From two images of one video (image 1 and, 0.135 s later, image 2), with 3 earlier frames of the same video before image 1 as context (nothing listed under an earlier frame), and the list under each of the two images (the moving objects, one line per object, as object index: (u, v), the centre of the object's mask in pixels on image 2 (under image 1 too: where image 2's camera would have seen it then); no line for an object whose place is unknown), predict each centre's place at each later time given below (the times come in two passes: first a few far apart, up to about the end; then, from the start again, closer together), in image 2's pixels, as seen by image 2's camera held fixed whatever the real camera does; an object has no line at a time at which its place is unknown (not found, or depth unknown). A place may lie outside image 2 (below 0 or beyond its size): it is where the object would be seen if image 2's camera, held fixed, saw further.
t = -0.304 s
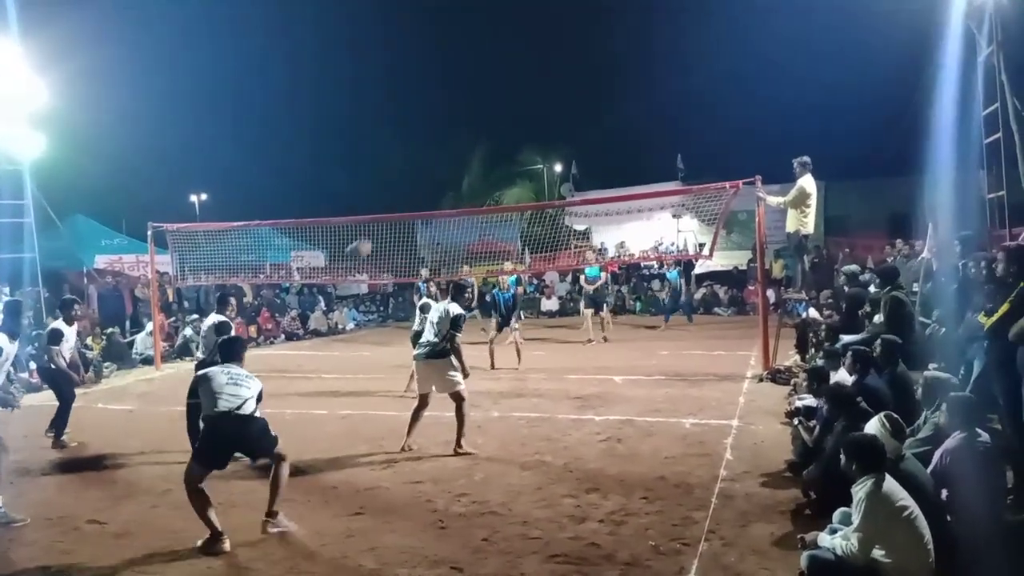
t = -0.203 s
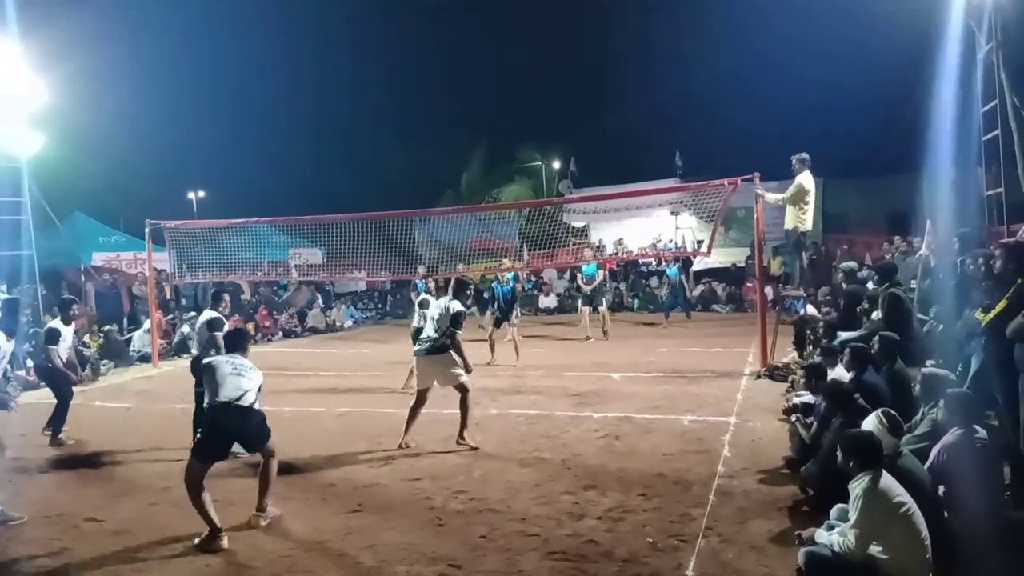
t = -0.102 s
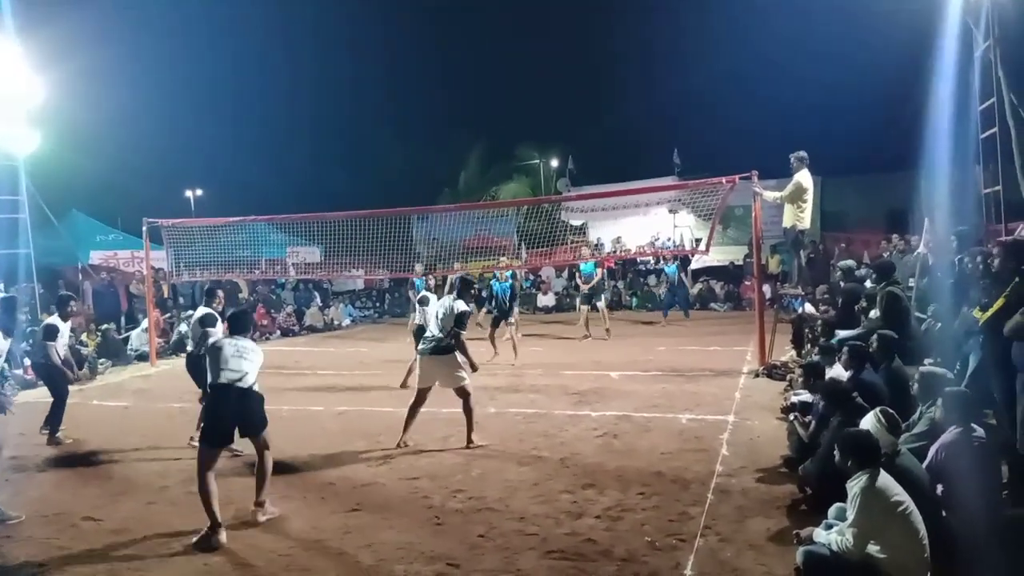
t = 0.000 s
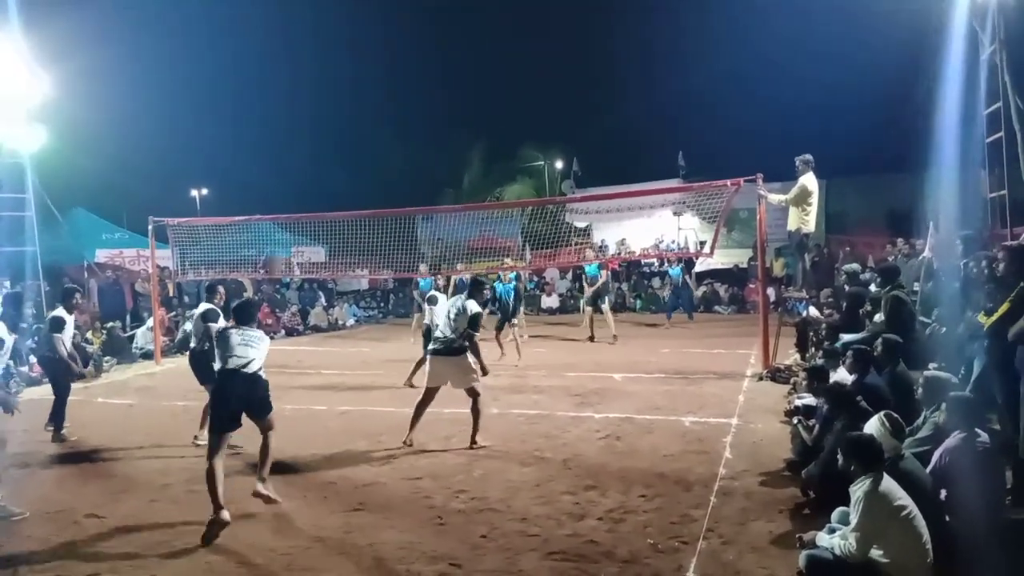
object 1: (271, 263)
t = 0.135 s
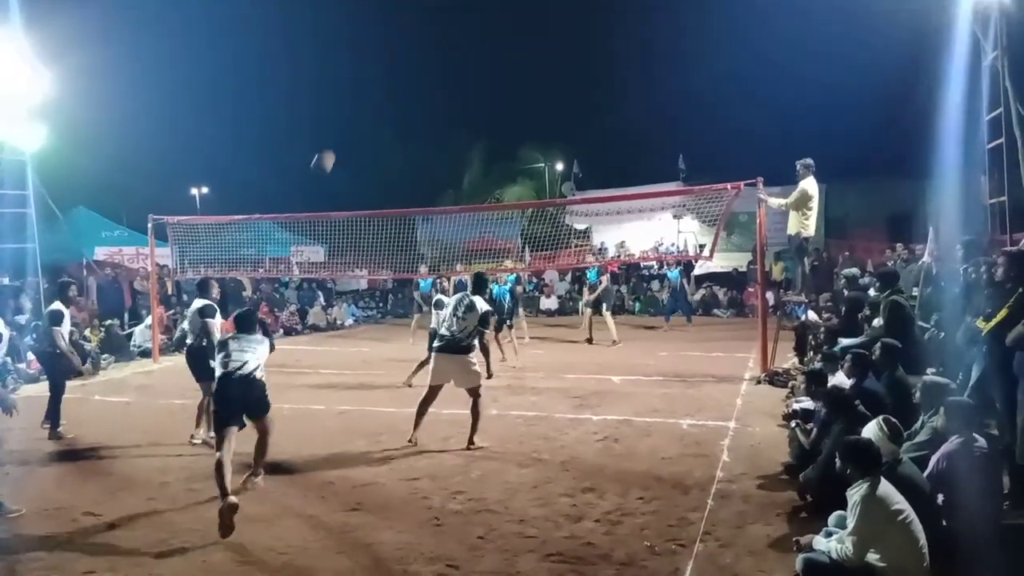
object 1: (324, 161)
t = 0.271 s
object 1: (364, 96)
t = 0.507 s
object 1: (420, 42)
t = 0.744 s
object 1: (462, 38)
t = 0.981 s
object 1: (495, 66)
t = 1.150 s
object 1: (518, 101)
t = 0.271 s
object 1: (364, 96)
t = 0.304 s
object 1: (373, 84)
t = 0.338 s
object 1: (381, 74)
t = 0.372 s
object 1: (390, 65)
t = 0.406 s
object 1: (398, 57)
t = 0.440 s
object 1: (405, 51)
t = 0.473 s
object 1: (413, 46)
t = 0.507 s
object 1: (420, 42)
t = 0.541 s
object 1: (427, 39)
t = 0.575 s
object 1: (433, 36)
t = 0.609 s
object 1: (439, 35)
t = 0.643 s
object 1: (446, 35)
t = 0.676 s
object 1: (451, 34)
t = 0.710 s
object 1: (455, 36)
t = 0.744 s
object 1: (462, 38)
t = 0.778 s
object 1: (467, 39)
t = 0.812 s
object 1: (473, 43)
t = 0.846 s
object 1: (477, 46)
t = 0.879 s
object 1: (482, 50)
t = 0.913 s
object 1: (488, 55)
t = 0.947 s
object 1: (491, 61)
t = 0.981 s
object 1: (495, 66)
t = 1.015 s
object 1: (500, 72)
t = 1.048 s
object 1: (506, 78)
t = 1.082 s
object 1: (511, 85)
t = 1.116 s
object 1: (514, 93)
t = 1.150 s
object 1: (518, 101)
